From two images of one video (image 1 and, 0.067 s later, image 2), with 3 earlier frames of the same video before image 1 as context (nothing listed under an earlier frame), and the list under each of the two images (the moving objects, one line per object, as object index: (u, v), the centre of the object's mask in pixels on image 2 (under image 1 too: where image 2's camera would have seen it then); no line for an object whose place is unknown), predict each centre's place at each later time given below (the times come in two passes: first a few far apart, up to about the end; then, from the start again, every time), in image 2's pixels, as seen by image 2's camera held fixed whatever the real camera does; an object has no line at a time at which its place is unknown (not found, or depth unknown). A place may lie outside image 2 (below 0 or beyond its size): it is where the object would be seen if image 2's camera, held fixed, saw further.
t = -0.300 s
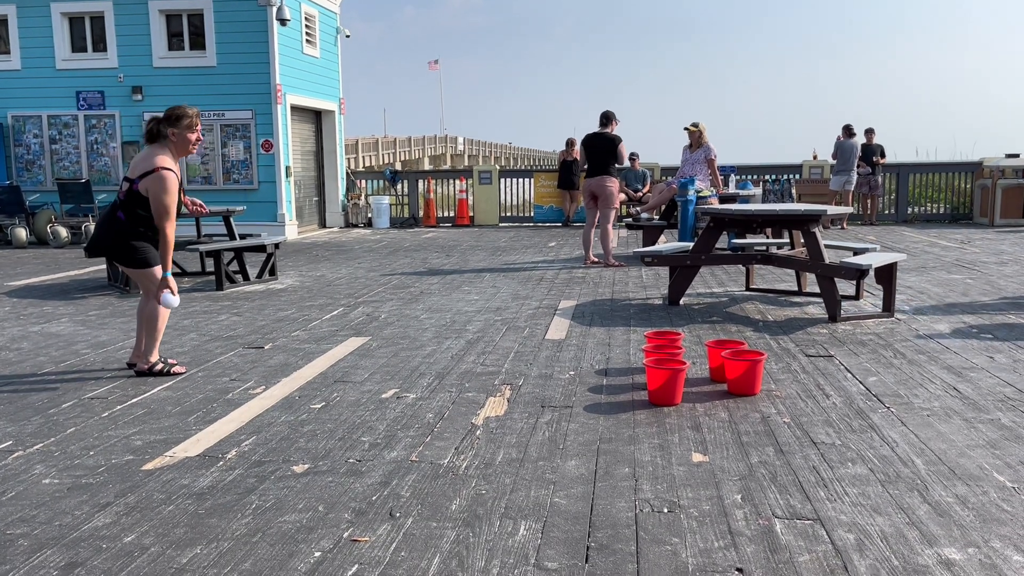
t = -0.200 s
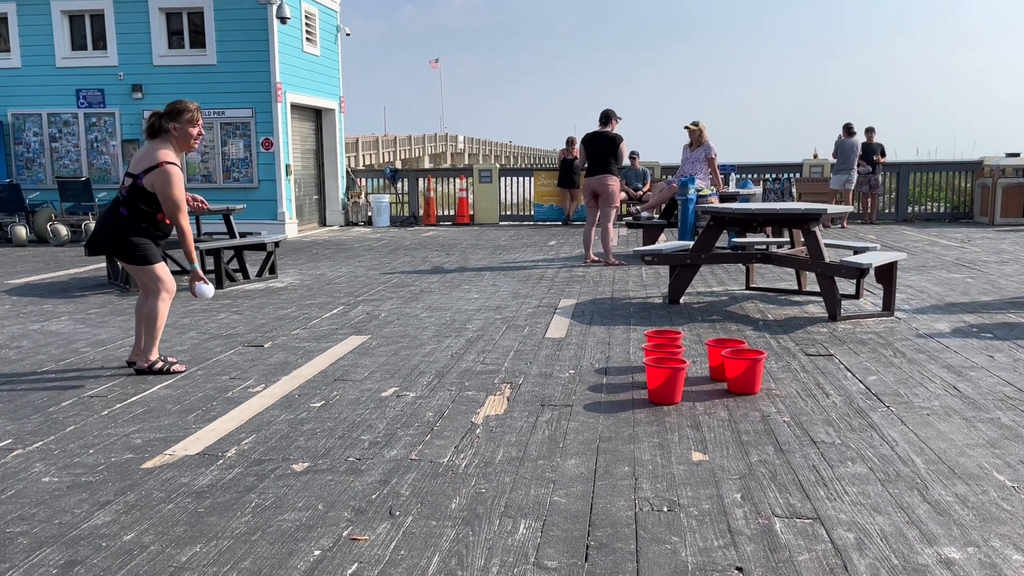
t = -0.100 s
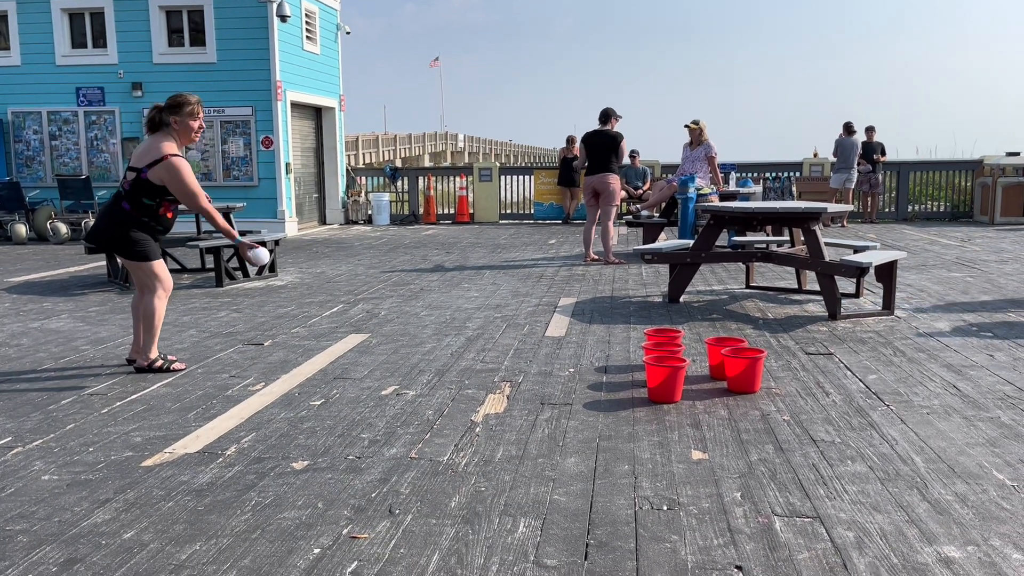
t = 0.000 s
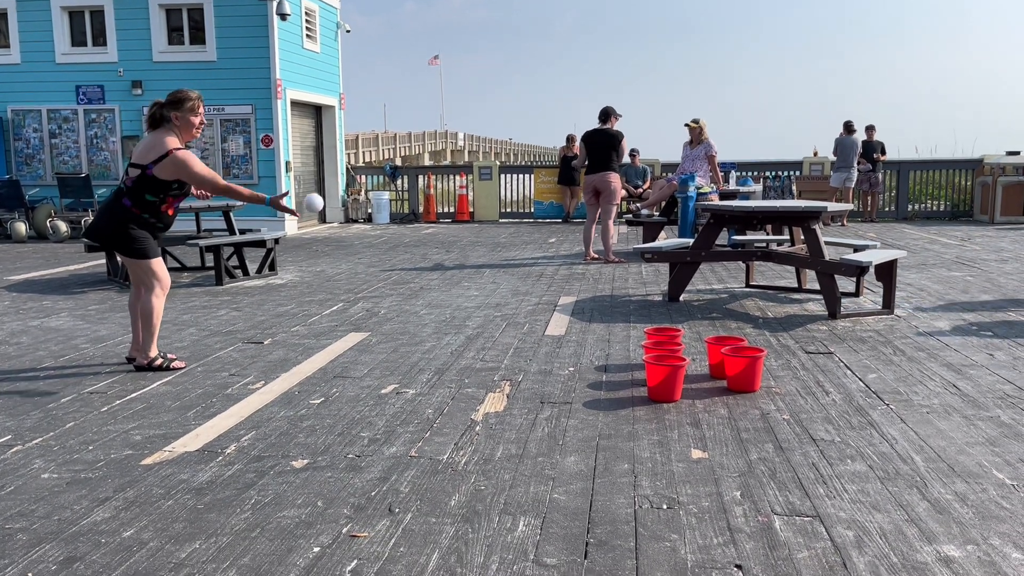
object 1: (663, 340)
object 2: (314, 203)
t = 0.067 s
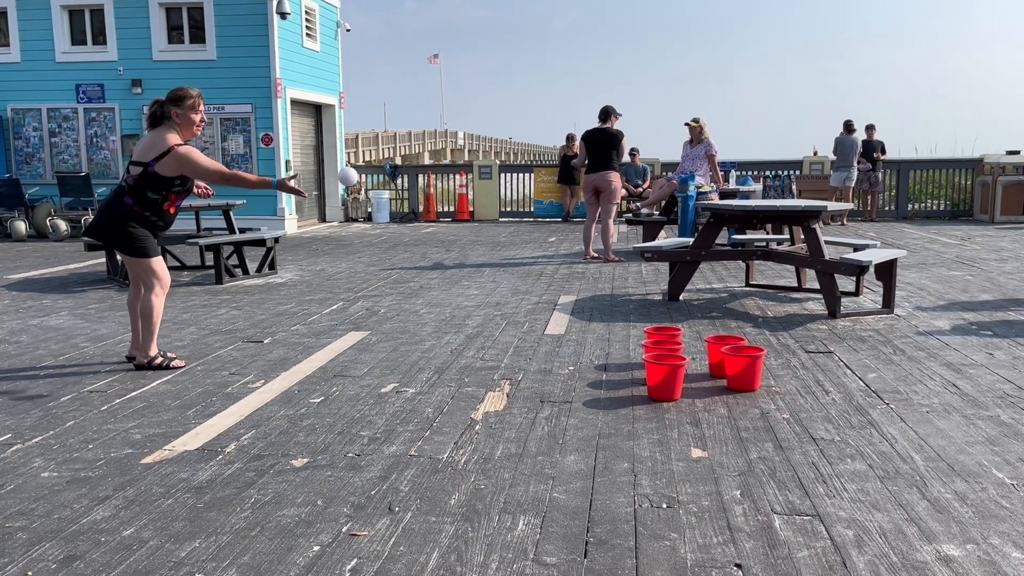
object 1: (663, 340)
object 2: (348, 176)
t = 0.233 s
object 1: (663, 340)
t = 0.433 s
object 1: (663, 340)
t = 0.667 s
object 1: (663, 340)
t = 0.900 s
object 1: (666, 340)
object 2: (696, 317)
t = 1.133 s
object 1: (667, 340)
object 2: (759, 359)
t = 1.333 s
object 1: (669, 341)
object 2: (829, 394)
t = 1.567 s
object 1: (667, 340)
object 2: (940, 429)
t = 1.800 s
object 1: (665, 344)
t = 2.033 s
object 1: (659, 343)
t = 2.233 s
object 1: (651, 346)
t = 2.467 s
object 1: (640, 349)
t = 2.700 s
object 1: (633, 351)
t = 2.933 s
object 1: (630, 351)
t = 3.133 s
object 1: (628, 351)
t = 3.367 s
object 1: (625, 352)
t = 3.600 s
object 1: (621, 352)
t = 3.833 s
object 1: (617, 353)
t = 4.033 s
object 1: (613, 353)
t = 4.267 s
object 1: (610, 353)
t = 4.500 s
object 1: (608, 354)
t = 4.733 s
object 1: (608, 353)
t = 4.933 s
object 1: (609, 353)
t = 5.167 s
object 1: (610, 353)
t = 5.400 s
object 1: (611, 353)
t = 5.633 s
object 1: (610, 353)
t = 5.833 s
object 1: (611, 353)
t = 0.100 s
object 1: (663, 340)
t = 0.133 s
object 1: (663, 340)
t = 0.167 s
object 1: (663, 340)
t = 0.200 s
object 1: (663, 340)
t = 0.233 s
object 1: (663, 340)
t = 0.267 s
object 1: (663, 340)
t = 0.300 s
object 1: (663, 340)
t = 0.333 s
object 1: (663, 340)
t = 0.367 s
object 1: (663, 340)
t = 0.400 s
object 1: (663, 340)
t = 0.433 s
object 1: (663, 340)
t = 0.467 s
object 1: (663, 340)
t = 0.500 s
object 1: (663, 340)
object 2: (558, 226)
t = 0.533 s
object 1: (663, 340)
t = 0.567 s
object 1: (663, 340)
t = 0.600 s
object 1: (663, 340)
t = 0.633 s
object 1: (663, 340)
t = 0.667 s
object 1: (663, 340)
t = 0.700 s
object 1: (663, 340)
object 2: (639, 374)
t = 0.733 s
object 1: (663, 339)
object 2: (653, 351)
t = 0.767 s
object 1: (666, 335)
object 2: (663, 344)
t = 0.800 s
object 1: (661, 342)
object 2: (671, 335)
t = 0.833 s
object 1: (664, 341)
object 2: (680, 327)
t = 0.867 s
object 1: (666, 340)
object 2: (688, 321)
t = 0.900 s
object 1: (666, 340)
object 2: (696, 317)
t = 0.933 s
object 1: (666, 340)
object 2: (704, 316)
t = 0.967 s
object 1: (666, 340)
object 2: (712, 314)
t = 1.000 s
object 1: (666, 340)
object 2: (722, 318)
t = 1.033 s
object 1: (667, 340)
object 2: (732, 325)
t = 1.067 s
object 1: (667, 340)
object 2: (740, 332)
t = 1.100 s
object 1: (667, 340)
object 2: (751, 345)
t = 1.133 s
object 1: (667, 340)
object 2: (759, 359)
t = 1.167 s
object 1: (668, 340)
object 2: (766, 374)
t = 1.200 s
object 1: (668, 340)
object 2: (776, 394)
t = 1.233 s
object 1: (668, 340)
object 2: (786, 417)
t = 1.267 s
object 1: (668, 340)
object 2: (798, 412)
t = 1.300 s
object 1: (668, 341)
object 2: (813, 402)
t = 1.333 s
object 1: (669, 341)
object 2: (829, 394)
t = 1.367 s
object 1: (669, 341)
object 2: (844, 390)
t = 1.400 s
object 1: (668, 340)
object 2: (859, 391)
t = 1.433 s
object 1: (668, 341)
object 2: (875, 393)
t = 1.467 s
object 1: (668, 341)
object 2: (891, 396)
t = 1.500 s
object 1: (668, 341)
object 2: (907, 403)
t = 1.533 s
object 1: (667, 341)
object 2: (923, 415)
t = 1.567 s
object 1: (667, 340)
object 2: (940, 429)
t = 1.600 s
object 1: (667, 341)
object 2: (957, 445)
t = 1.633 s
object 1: (667, 341)
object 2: (974, 457)
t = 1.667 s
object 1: (666, 341)
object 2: (992, 449)
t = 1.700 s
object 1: (666, 340)
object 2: (1013, 447)
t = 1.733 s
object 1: (668, 345)
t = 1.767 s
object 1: (667, 344)
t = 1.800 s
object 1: (665, 344)
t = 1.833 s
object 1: (664, 344)
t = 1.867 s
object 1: (663, 344)
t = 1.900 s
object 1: (662, 343)
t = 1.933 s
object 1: (661, 343)
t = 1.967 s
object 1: (660, 343)
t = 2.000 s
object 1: (660, 343)
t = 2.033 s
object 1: (659, 343)
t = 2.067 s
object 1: (658, 343)
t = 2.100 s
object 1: (657, 343)
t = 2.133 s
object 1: (655, 344)
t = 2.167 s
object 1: (654, 345)
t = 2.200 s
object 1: (653, 345)
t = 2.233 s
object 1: (651, 346)
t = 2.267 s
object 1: (648, 346)
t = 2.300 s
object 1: (647, 347)
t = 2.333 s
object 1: (646, 348)
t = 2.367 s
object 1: (644, 348)
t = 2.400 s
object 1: (643, 349)
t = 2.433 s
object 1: (641, 349)
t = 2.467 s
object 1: (640, 349)
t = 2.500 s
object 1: (638, 350)
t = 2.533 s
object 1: (637, 350)
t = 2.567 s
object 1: (636, 350)
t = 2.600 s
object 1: (635, 350)
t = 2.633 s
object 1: (635, 350)
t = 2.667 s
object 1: (634, 351)
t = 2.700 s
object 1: (633, 351)
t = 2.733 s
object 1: (633, 351)
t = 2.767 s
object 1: (632, 351)
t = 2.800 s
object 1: (631, 351)
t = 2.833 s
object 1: (631, 351)
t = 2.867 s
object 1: (630, 351)
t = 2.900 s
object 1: (630, 351)
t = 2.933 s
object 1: (630, 351)
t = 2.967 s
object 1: (630, 351)
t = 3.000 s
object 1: (629, 351)
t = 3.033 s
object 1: (629, 351)
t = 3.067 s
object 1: (629, 351)
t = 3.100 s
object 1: (628, 351)
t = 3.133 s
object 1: (628, 351)
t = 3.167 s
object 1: (628, 351)
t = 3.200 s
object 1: (628, 351)
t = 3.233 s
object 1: (627, 351)
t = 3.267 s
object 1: (626, 351)
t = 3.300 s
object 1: (626, 352)
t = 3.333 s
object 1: (626, 351)
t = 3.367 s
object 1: (625, 352)
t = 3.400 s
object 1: (625, 352)
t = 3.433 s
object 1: (624, 352)
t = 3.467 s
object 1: (624, 352)
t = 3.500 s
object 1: (623, 352)
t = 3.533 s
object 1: (622, 352)
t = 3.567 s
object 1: (622, 352)
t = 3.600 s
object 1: (621, 352)
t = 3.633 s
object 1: (620, 352)
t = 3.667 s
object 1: (620, 352)
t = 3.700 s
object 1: (619, 352)
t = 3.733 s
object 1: (618, 353)
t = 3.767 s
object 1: (618, 352)
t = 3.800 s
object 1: (617, 353)
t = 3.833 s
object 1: (617, 353)
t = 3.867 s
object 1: (616, 353)
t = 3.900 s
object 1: (615, 353)
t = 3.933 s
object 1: (615, 353)
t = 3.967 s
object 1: (614, 353)
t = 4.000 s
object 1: (614, 353)
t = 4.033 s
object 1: (613, 353)
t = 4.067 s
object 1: (613, 353)
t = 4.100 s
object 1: (612, 353)
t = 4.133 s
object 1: (612, 353)
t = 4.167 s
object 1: (611, 353)
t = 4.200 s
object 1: (611, 353)
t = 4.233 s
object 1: (610, 353)
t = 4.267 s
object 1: (610, 353)
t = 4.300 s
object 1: (610, 353)
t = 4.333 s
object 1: (609, 353)
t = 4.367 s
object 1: (609, 353)
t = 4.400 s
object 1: (609, 353)
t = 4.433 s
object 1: (608, 354)
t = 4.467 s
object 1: (608, 354)
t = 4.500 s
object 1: (608, 354)
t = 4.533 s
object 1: (608, 354)
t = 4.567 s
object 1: (608, 354)
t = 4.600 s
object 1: (608, 353)
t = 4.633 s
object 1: (608, 354)
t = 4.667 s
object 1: (608, 354)
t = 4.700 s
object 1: (608, 353)
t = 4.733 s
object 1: (608, 353)
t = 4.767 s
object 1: (608, 353)
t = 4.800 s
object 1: (608, 353)
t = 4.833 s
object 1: (608, 353)
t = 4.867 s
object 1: (608, 354)
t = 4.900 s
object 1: (608, 353)
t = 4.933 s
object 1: (609, 353)
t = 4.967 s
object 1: (609, 353)
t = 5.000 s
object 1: (609, 353)
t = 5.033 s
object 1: (609, 353)
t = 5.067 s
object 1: (609, 353)
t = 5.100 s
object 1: (609, 353)
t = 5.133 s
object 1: (610, 353)
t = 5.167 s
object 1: (610, 353)
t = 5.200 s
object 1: (610, 353)
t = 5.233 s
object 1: (610, 353)
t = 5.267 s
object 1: (611, 353)
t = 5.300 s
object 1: (611, 353)
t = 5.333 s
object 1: (611, 353)
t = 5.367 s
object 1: (611, 353)
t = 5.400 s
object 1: (611, 353)
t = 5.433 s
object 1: (611, 353)
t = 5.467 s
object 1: (611, 353)
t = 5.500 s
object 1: (611, 353)
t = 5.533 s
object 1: (611, 353)
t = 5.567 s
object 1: (610, 353)
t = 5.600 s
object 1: (610, 353)
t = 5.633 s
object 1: (610, 353)
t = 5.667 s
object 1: (610, 353)
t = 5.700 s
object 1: (610, 353)
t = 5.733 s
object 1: (610, 353)
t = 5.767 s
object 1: (610, 353)
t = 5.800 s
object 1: (610, 353)
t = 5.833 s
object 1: (611, 353)
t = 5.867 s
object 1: (611, 353)
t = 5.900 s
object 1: (611, 353)
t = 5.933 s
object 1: (611, 353)
